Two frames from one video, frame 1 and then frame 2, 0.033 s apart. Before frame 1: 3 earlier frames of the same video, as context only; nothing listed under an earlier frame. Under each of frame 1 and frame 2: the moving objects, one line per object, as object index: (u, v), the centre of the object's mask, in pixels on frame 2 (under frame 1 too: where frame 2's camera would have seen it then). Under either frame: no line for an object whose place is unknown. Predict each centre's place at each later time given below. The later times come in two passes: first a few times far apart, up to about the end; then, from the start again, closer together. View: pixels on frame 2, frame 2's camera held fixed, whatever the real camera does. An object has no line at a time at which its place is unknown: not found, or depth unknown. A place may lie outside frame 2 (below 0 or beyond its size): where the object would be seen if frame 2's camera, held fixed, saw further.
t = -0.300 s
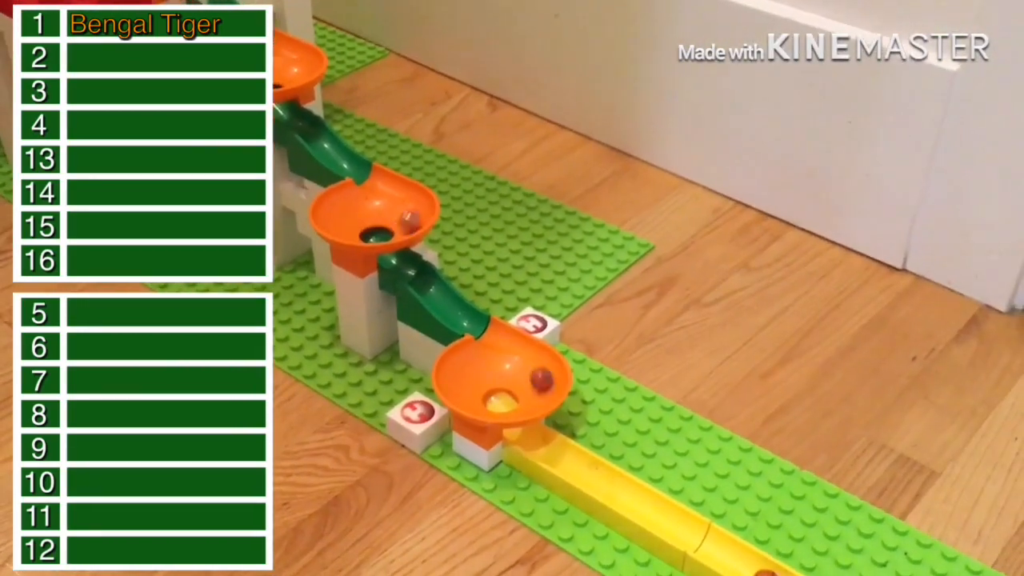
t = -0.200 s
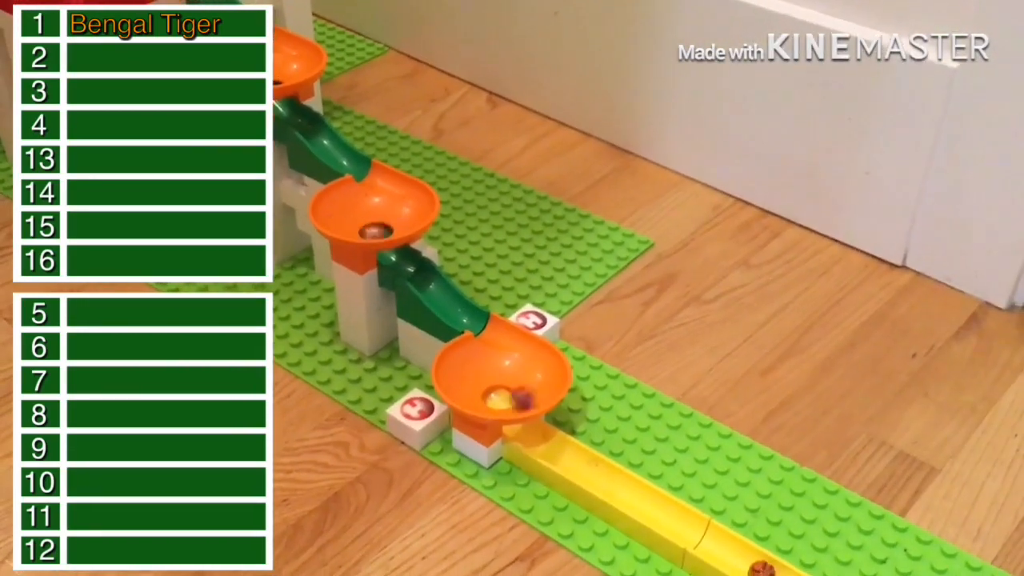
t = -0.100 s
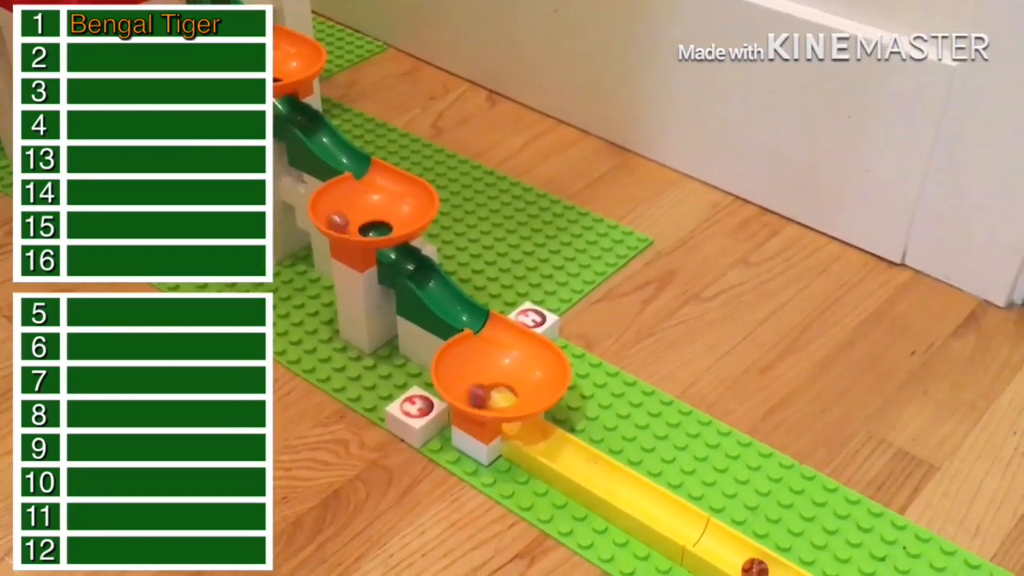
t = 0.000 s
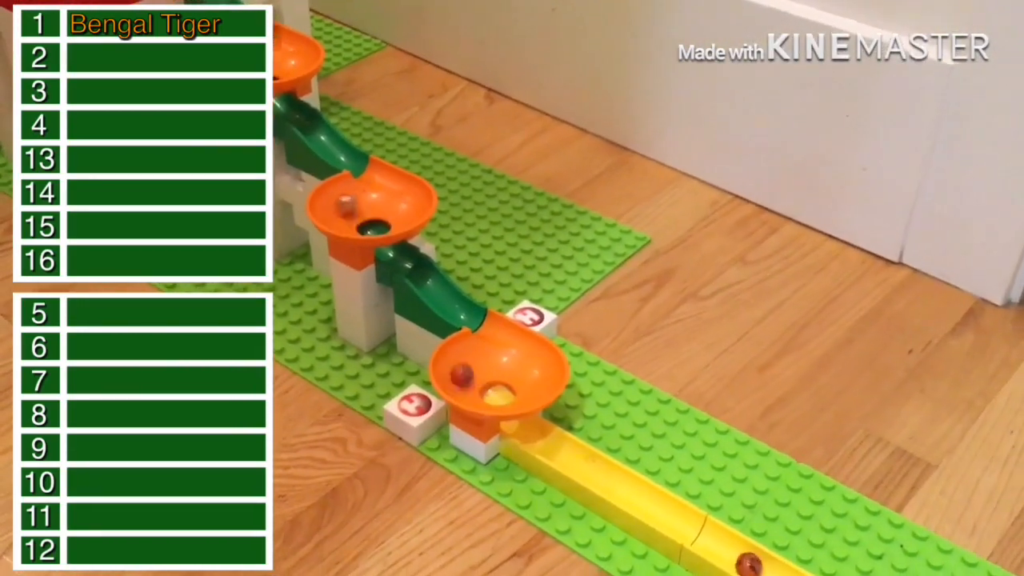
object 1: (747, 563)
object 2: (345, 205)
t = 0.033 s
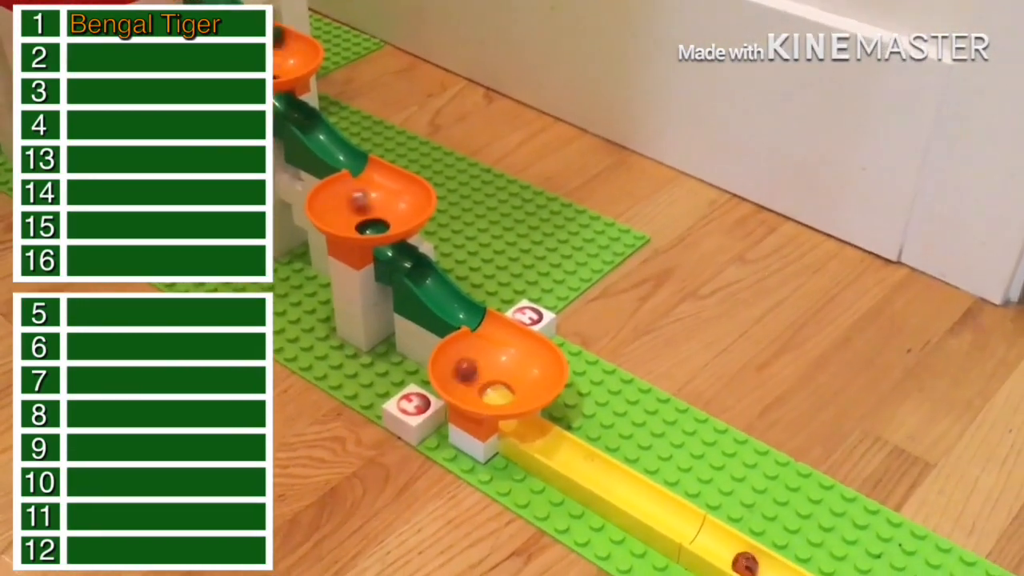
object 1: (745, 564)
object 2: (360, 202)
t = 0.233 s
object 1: (739, 560)
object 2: (406, 216)
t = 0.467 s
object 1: (733, 556)
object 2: (335, 211)
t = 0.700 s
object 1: (727, 553)
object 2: (403, 211)
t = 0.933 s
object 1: (721, 549)
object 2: (347, 223)
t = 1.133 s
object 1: (719, 547)
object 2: (372, 202)
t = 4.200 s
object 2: (366, 218)
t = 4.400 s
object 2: (387, 252)
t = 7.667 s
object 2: (472, 369)
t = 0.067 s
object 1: (744, 564)
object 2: (375, 200)
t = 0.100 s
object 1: (744, 562)
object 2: (388, 199)
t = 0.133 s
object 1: (743, 562)
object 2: (400, 201)
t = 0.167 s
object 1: (741, 561)
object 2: (407, 205)
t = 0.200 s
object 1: (740, 561)
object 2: (409, 210)
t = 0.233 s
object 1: (739, 560)
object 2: (406, 216)
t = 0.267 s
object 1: (739, 559)
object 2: (396, 222)
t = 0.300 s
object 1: (738, 559)
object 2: (381, 226)
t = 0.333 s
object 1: (736, 559)
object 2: (372, 226)
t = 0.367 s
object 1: (735, 558)
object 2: (355, 227)
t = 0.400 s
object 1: (735, 557)
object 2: (345, 224)
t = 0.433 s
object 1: (734, 557)
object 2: (336, 218)
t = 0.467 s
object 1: (733, 556)
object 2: (335, 211)
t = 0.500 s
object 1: (732, 556)
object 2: (338, 206)
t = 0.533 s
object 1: (731, 556)
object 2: (347, 203)
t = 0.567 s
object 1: (731, 555)
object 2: (360, 202)
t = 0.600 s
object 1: (730, 554)
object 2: (374, 204)
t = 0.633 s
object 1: (729, 554)
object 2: (386, 204)
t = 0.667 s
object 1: (728, 554)
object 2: (397, 208)
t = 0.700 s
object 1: (727, 553)
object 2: (403, 211)
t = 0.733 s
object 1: (727, 552)
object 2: (405, 215)
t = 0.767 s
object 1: (725, 552)
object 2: (401, 218)
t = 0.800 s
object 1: (724, 551)
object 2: (393, 222)
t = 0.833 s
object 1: (723, 550)
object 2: (381, 226)
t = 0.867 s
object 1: (722, 550)
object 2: (372, 226)
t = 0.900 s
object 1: (721, 550)
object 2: (359, 226)
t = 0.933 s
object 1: (721, 549)
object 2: (347, 223)
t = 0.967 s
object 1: (720, 549)
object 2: (342, 218)
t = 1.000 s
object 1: (720, 548)
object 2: (341, 211)
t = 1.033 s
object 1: (719, 548)
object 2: (344, 205)
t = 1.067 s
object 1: (719, 548)
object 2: (351, 202)
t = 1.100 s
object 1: (719, 548)
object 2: (361, 201)
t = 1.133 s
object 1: (719, 547)
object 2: (372, 202)
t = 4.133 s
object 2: (374, 225)
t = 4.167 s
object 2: (369, 224)
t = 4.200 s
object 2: (366, 218)
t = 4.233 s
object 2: (378, 222)
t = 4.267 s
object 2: (375, 227)
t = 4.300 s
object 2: (372, 226)
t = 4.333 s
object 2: (373, 226)
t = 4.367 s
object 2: (385, 247)
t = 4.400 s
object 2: (387, 252)
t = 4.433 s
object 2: (396, 258)
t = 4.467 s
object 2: (406, 261)
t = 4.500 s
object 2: (416, 267)
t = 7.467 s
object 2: (503, 398)
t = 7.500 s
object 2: (488, 398)
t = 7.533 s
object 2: (476, 396)
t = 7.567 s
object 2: (468, 391)
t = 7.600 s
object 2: (464, 383)
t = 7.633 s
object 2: (464, 376)
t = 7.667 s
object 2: (472, 369)
